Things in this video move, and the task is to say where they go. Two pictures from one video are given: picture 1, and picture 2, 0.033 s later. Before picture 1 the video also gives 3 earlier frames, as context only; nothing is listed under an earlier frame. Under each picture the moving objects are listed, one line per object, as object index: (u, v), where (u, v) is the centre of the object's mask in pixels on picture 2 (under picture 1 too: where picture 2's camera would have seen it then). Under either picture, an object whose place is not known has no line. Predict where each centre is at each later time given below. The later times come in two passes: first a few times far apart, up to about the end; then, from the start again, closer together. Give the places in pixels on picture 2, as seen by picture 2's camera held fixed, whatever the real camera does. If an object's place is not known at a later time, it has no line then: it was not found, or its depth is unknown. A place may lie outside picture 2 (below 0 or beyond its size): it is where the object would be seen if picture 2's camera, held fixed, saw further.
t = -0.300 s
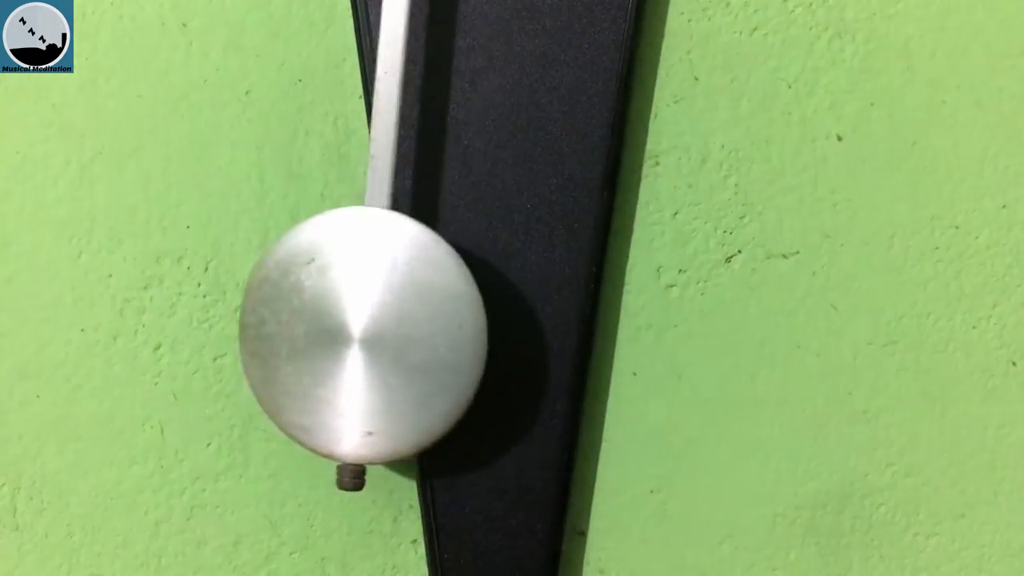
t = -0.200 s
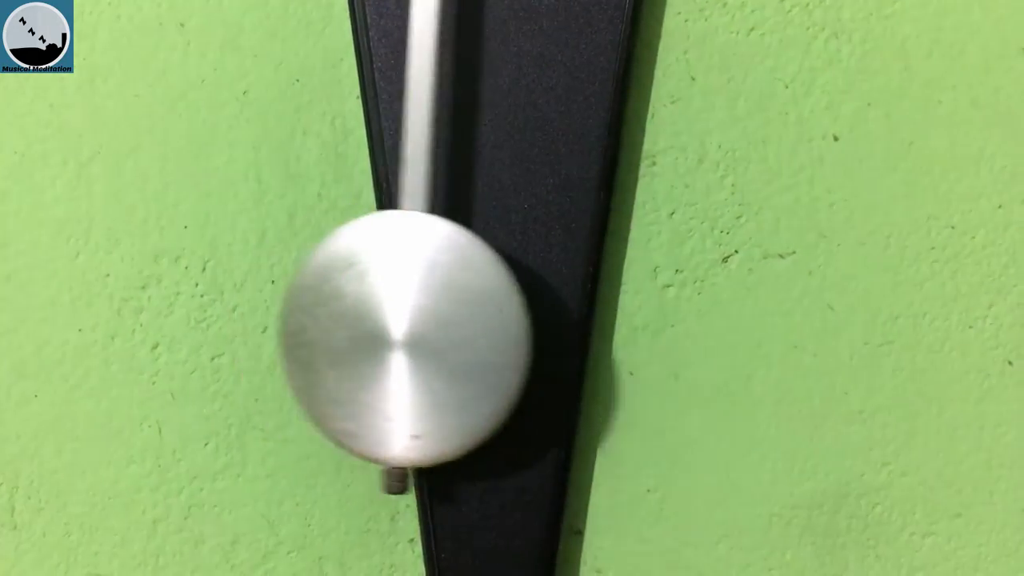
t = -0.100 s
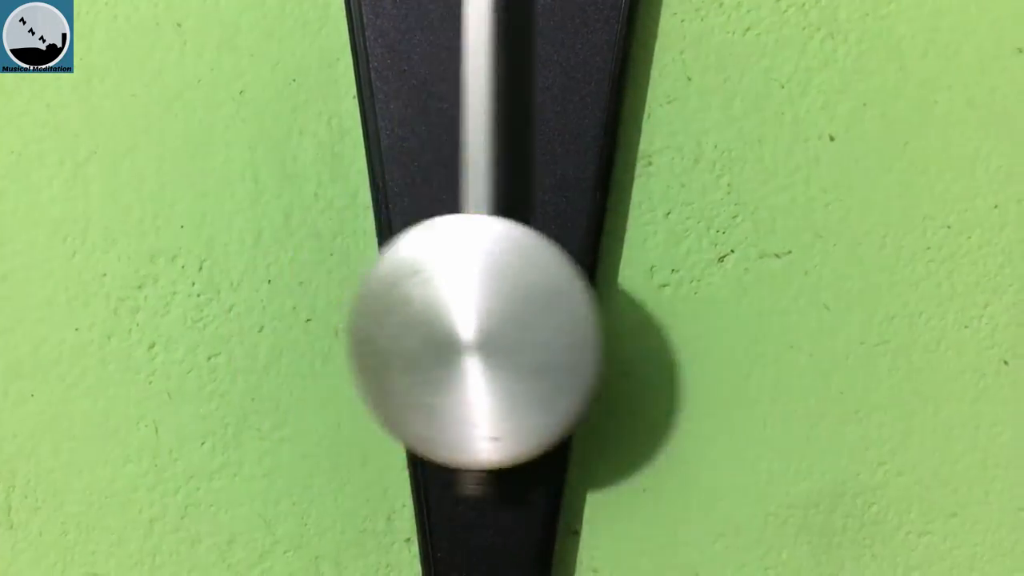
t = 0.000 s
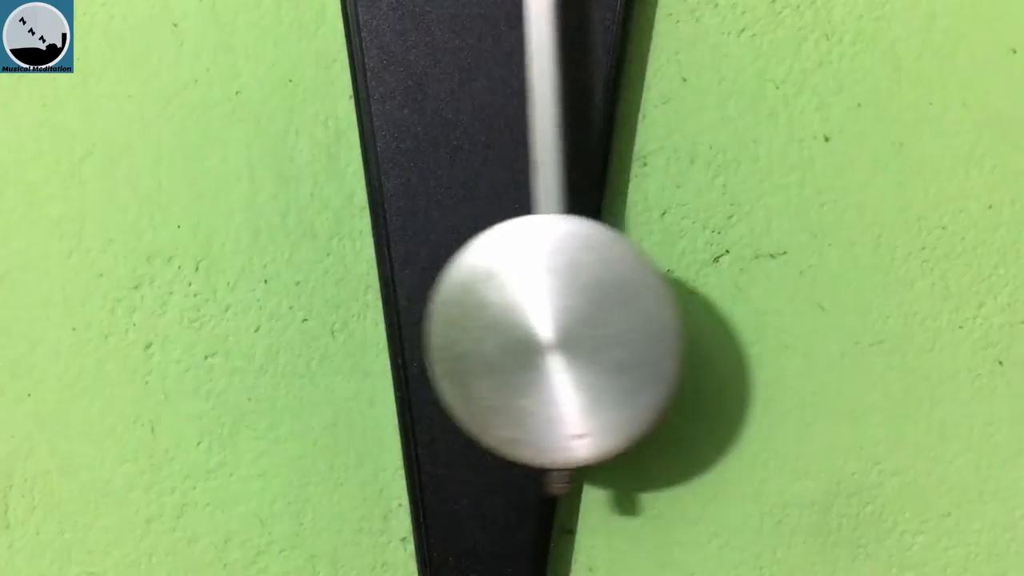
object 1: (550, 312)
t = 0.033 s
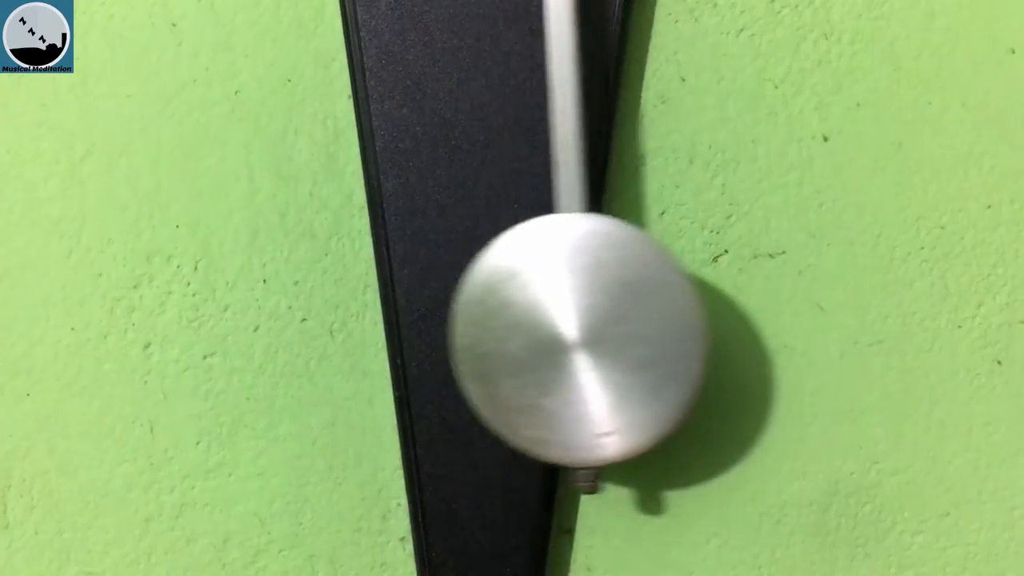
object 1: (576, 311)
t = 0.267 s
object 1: (657, 311)
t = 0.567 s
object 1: (471, 311)
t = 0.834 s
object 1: (348, 309)
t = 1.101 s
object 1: (494, 308)
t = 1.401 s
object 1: (658, 310)
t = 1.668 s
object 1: (528, 310)
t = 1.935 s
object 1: (360, 308)
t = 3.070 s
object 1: (371, 309)
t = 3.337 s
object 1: (406, 310)
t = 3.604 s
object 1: (603, 310)
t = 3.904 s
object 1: (609, 312)
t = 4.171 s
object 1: (417, 311)
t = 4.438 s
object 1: (378, 311)
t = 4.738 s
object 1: (581, 312)
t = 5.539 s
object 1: (356, 314)
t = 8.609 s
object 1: (596, 314)
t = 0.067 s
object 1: (599, 311)
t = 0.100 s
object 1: (619, 311)
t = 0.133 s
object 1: (636, 312)
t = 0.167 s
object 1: (649, 312)
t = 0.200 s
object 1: (657, 311)
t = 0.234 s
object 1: (660, 312)
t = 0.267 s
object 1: (657, 311)
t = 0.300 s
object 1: (650, 311)
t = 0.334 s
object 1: (637, 311)
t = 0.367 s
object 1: (620, 311)
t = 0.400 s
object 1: (600, 311)
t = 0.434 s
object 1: (577, 311)
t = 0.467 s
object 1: (551, 311)
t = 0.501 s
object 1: (524, 312)
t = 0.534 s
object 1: (499, 310)
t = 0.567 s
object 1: (471, 311)
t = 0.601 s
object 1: (446, 308)
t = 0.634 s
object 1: (421, 309)
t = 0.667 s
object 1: (398, 310)
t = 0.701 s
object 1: (379, 309)
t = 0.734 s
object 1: (364, 310)
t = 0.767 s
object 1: (353, 309)
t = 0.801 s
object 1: (348, 310)
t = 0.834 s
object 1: (348, 309)
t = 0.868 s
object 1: (352, 309)
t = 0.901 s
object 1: (362, 309)
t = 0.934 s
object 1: (376, 309)
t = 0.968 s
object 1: (395, 309)
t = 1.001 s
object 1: (417, 309)
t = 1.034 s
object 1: (441, 309)
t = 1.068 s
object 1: (466, 310)
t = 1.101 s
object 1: (494, 308)
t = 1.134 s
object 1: (519, 311)
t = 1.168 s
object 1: (546, 310)
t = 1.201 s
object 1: (572, 310)
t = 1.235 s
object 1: (595, 311)
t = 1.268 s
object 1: (616, 311)
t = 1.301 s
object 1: (634, 310)
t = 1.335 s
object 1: (647, 310)
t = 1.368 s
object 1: (655, 310)
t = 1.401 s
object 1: (658, 310)
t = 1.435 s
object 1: (656, 310)
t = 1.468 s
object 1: (649, 311)
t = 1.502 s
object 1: (638, 311)
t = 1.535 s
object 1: (621, 311)
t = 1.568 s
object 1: (602, 310)
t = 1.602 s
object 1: (579, 309)
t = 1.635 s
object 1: (554, 310)
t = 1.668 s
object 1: (528, 310)
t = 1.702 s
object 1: (502, 309)
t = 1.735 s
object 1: (477, 308)
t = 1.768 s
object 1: (452, 308)
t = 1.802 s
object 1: (427, 308)
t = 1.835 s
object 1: (407, 304)
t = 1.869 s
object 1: (387, 307)
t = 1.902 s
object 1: (371, 307)
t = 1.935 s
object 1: (360, 308)
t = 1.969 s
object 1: (353, 308)
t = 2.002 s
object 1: (351, 309)
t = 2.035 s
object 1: (354, 309)
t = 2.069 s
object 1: (362, 310)
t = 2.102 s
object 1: (374, 310)
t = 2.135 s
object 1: (391, 311)
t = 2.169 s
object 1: (412, 311)
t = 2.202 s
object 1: (435, 311)
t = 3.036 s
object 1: (388, 308)
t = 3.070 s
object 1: (371, 309)
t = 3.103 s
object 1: (359, 309)
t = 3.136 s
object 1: (351, 309)
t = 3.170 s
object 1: (348, 310)
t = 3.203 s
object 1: (350, 310)
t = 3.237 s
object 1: (357, 310)
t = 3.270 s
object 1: (369, 309)
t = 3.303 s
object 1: (385, 310)
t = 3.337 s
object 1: (406, 310)
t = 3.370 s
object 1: (429, 309)
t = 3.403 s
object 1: (454, 309)
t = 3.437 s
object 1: (480, 309)
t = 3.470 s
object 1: (506, 308)
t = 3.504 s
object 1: (531, 310)
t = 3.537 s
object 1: (557, 309)
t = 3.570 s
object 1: (581, 309)
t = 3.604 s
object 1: (603, 310)
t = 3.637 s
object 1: (621, 309)
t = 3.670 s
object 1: (636, 310)
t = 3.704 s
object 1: (647, 310)
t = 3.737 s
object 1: (652, 310)
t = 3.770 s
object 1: (653, 310)
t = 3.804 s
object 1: (649, 310)
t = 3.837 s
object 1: (640, 311)
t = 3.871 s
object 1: (627, 311)
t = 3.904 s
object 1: (609, 312)
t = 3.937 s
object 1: (588, 312)
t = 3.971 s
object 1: (565, 312)
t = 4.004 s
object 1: (540, 311)
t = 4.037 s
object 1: (514, 312)
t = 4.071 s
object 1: (490, 309)
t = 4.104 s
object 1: (464, 309)
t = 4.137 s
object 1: (440, 309)
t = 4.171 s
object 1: (417, 311)
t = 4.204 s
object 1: (396, 312)
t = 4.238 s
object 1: (380, 312)
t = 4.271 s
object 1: (368, 312)
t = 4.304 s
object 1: (361, 311)
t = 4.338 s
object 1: (358, 311)
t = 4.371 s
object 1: (361, 311)
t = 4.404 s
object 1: (367, 311)
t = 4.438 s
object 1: (378, 311)
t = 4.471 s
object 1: (394, 309)
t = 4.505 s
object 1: (413, 308)
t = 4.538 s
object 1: (435, 310)
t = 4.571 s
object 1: (458, 312)
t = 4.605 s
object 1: (482, 312)
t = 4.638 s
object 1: (507, 312)
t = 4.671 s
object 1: (532, 314)
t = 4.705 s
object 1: (557, 313)
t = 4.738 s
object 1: (581, 312)
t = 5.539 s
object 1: (356, 314)
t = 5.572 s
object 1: (361, 314)
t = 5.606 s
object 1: (372, 314)
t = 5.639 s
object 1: (386, 315)
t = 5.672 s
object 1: (405, 315)
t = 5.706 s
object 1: (426, 316)
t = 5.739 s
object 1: (450, 315)
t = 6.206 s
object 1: (625, 314)
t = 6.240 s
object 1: (609, 314)
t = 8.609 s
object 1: (596, 314)
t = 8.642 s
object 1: (577, 314)
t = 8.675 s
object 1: (555, 314)
